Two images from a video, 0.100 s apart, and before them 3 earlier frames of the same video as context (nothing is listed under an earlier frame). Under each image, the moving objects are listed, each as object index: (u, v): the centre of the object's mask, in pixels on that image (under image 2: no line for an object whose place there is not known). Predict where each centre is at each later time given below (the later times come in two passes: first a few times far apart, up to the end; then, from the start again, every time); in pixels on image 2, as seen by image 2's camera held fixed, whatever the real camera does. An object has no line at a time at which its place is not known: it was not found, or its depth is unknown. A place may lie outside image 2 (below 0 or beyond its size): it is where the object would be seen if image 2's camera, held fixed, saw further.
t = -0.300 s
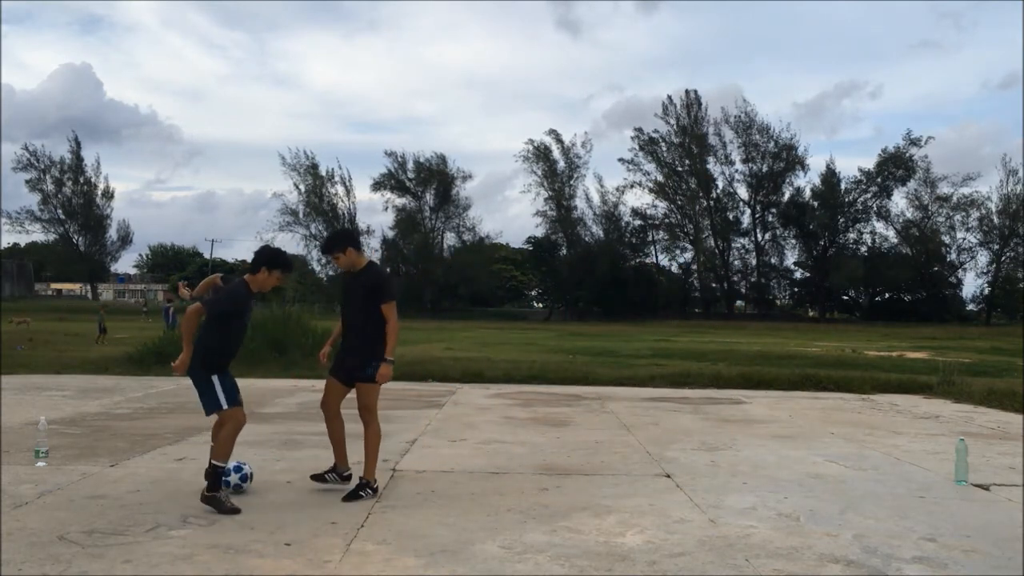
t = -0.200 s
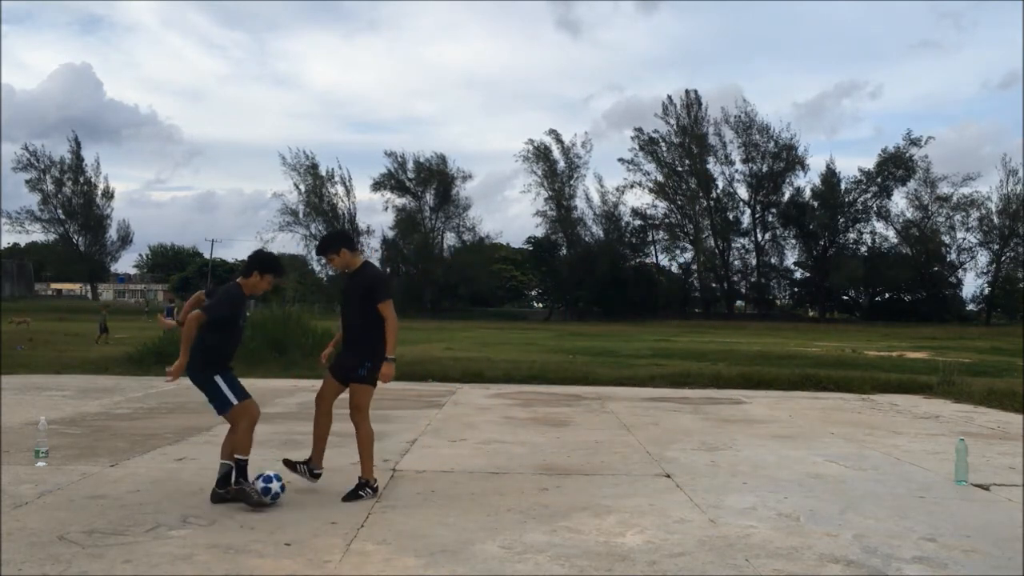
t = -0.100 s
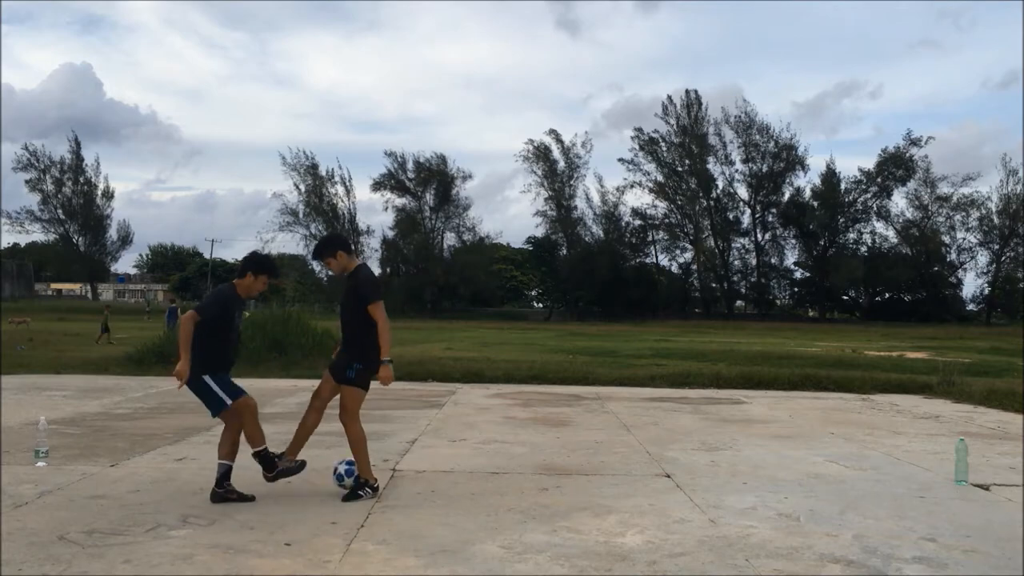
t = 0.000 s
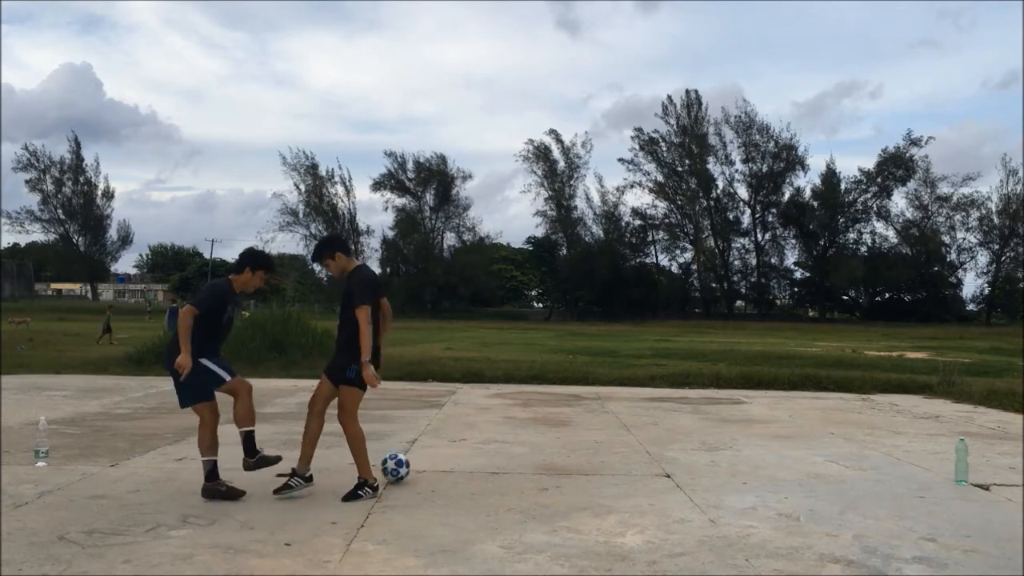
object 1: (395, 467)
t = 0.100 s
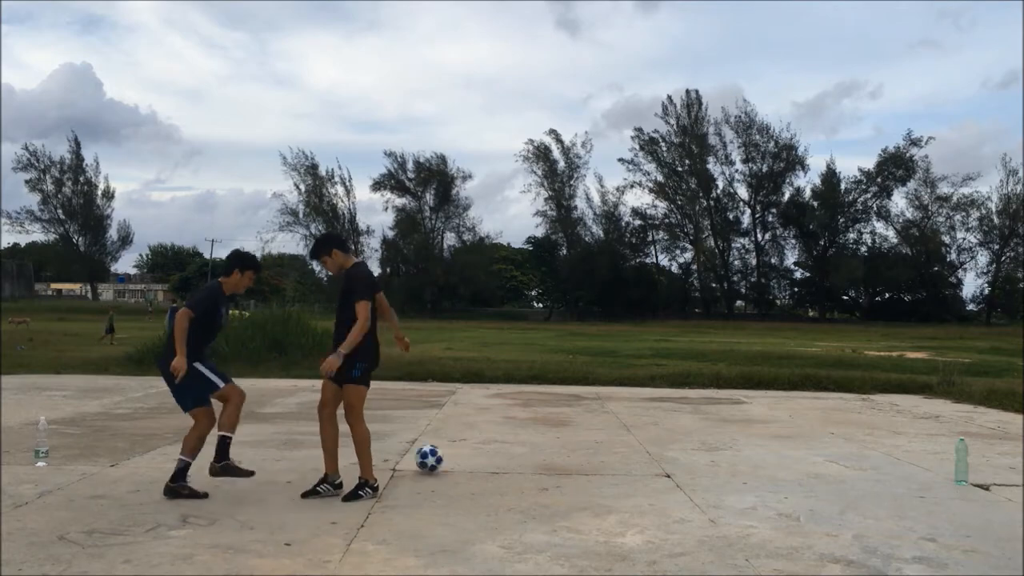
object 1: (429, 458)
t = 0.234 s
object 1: (465, 452)
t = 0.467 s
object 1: (518, 442)
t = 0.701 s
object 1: (562, 433)
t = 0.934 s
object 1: (600, 425)
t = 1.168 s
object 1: (632, 419)
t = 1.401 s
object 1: (661, 414)
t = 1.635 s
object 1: (685, 409)
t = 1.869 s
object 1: (706, 405)
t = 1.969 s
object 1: (714, 404)
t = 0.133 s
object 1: (438, 457)
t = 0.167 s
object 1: (448, 455)
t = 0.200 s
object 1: (457, 454)
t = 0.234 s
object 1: (465, 452)
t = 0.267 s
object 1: (473, 451)
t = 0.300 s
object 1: (482, 449)
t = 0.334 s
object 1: (489, 448)
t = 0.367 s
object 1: (497, 446)
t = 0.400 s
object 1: (504, 445)
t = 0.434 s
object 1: (511, 444)
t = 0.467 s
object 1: (518, 442)
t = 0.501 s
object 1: (525, 440)
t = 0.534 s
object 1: (532, 439)
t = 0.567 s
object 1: (538, 438)
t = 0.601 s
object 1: (544, 437)
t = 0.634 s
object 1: (551, 436)
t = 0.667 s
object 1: (556, 434)
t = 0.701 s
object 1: (562, 433)
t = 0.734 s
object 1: (568, 432)
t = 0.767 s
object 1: (574, 431)
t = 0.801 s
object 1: (579, 430)
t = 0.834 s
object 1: (584, 429)
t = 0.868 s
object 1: (590, 427)
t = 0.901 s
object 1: (595, 427)
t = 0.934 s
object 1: (600, 425)
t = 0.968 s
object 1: (605, 424)
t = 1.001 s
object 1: (610, 423)
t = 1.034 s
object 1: (614, 422)
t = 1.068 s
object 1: (619, 422)
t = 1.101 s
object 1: (623, 420)
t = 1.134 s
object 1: (628, 420)
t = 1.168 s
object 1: (632, 419)
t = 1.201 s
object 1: (636, 418)
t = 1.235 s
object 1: (640, 417)
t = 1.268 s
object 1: (645, 416)
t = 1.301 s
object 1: (648, 416)
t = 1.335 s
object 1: (653, 415)
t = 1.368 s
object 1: (656, 414)
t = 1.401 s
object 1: (661, 414)
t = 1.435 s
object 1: (663, 413)
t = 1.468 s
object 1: (668, 412)
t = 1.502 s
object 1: (671, 412)
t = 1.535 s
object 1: (675, 411)
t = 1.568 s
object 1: (678, 410)
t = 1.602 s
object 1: (681, 410)
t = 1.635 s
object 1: (685, 409)
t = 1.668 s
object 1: (688, 409)
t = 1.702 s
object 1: (691, 408)
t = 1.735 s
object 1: (695, 408)
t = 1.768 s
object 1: (697, 407)
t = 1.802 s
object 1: (700, 406)
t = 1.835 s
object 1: (703, 406)
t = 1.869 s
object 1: (706, 405)
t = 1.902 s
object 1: (709, 405)
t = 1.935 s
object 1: (712, 404)
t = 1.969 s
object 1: (714, 404)
